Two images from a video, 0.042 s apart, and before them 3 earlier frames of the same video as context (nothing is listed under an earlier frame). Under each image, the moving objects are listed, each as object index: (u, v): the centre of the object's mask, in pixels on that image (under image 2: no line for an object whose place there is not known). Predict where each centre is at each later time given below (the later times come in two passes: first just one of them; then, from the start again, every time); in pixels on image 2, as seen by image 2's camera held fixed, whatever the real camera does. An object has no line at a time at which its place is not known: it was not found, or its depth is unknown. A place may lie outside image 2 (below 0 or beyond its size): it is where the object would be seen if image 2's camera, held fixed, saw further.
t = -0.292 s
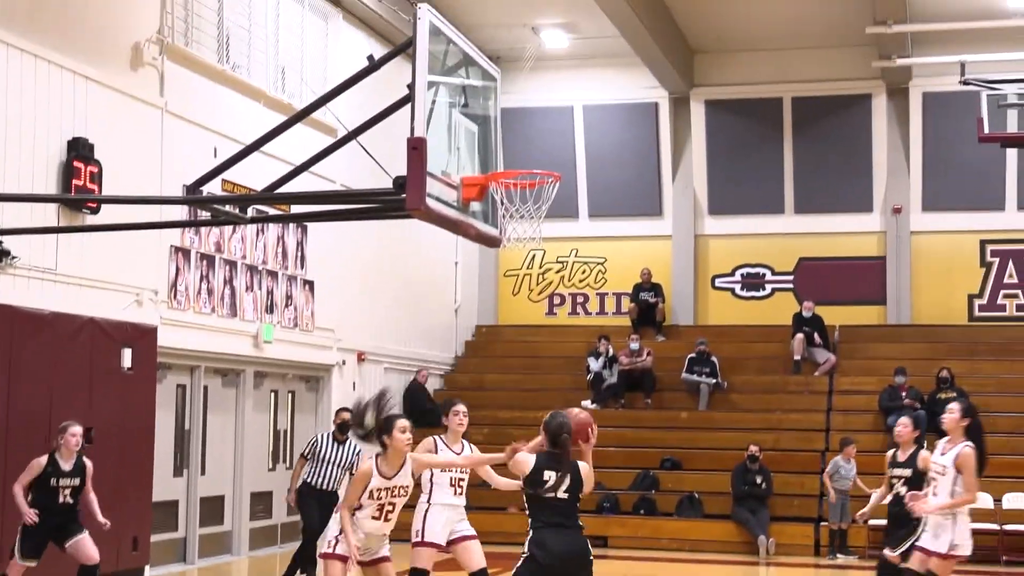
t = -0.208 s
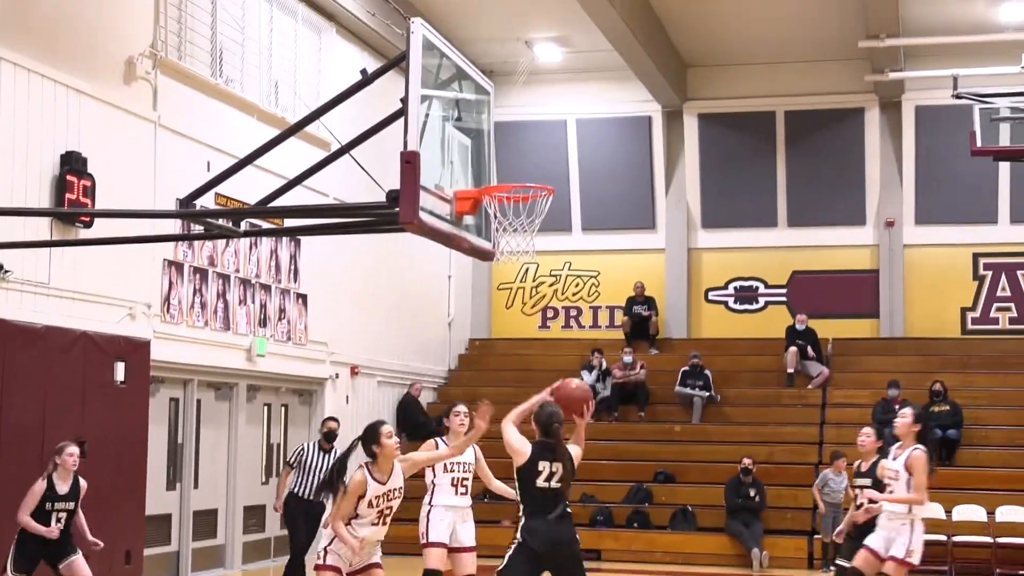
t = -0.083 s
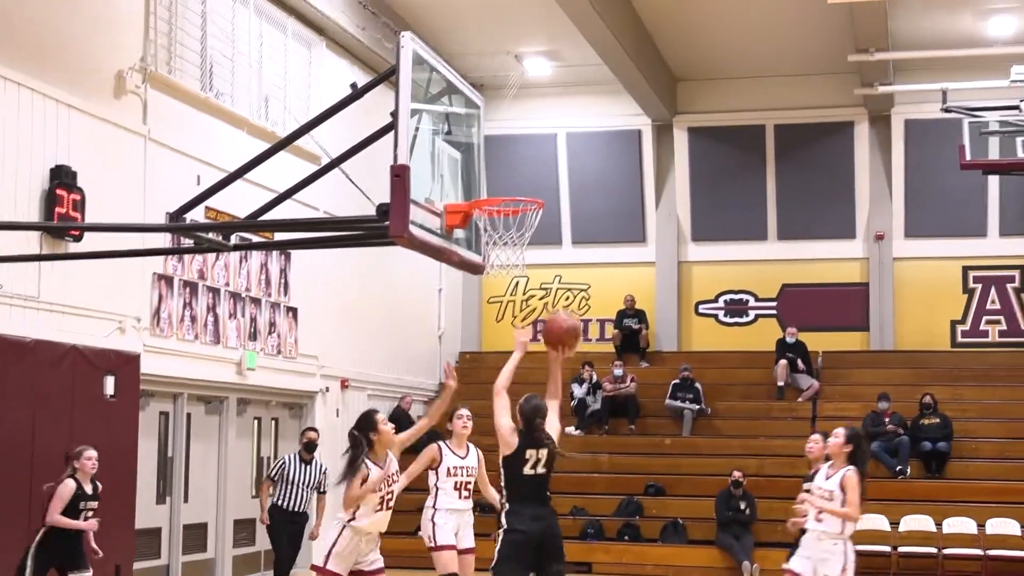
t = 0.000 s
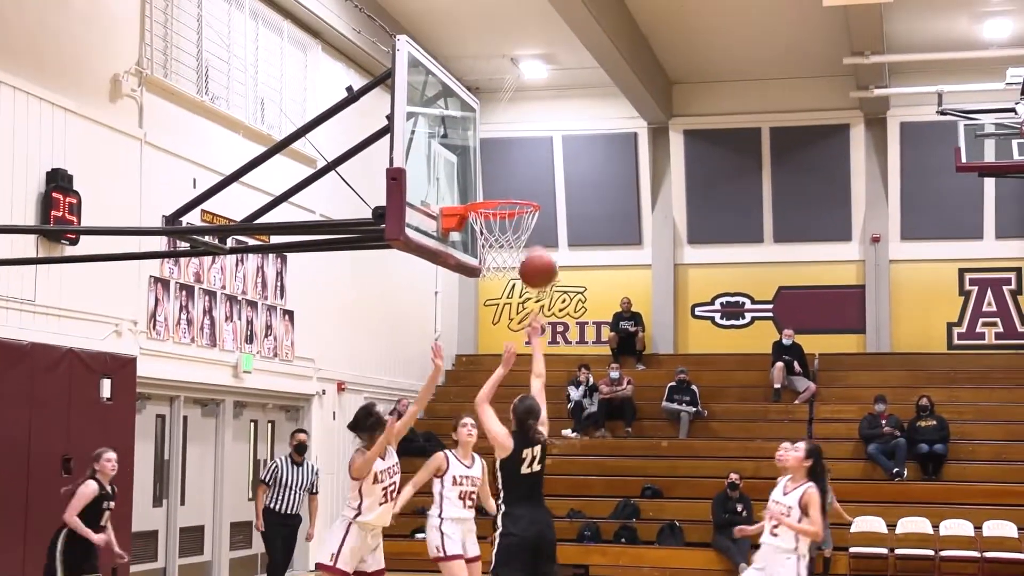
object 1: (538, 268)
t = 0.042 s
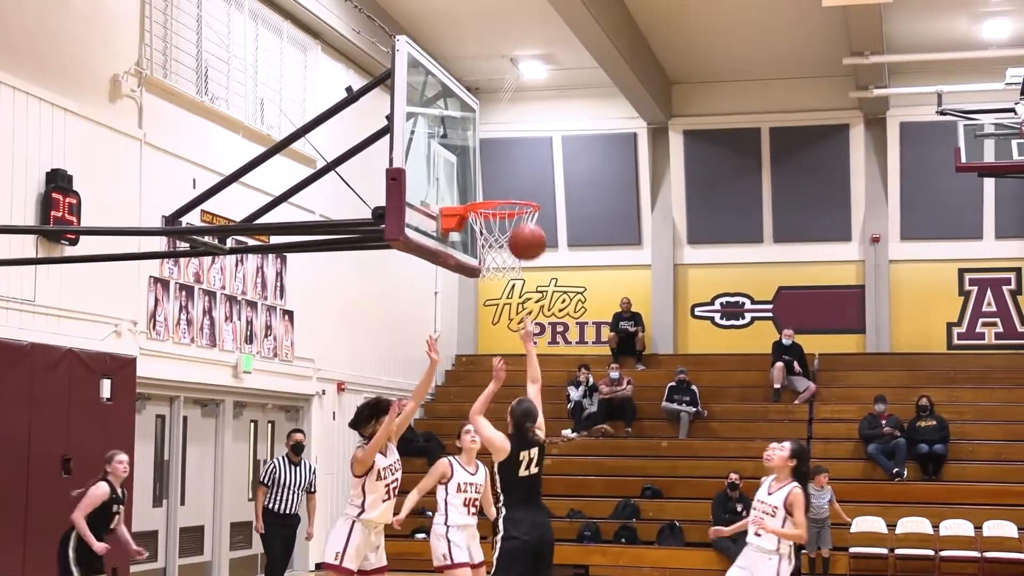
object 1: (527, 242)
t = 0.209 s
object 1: (488, 162)
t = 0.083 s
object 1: (517, 217)
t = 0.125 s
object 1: (507, 196)
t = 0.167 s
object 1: (497, 177)
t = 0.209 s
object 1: (488, 162)
